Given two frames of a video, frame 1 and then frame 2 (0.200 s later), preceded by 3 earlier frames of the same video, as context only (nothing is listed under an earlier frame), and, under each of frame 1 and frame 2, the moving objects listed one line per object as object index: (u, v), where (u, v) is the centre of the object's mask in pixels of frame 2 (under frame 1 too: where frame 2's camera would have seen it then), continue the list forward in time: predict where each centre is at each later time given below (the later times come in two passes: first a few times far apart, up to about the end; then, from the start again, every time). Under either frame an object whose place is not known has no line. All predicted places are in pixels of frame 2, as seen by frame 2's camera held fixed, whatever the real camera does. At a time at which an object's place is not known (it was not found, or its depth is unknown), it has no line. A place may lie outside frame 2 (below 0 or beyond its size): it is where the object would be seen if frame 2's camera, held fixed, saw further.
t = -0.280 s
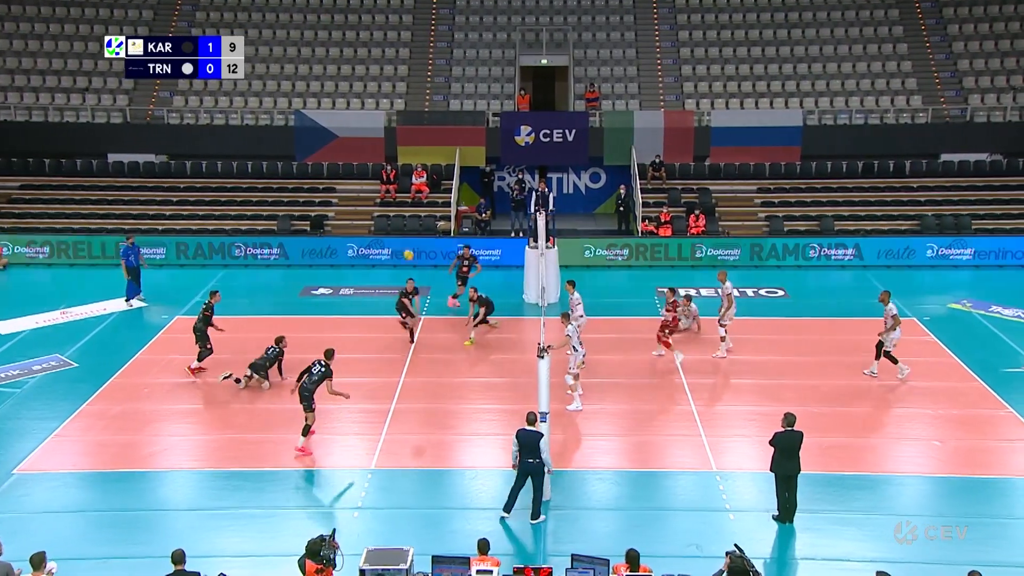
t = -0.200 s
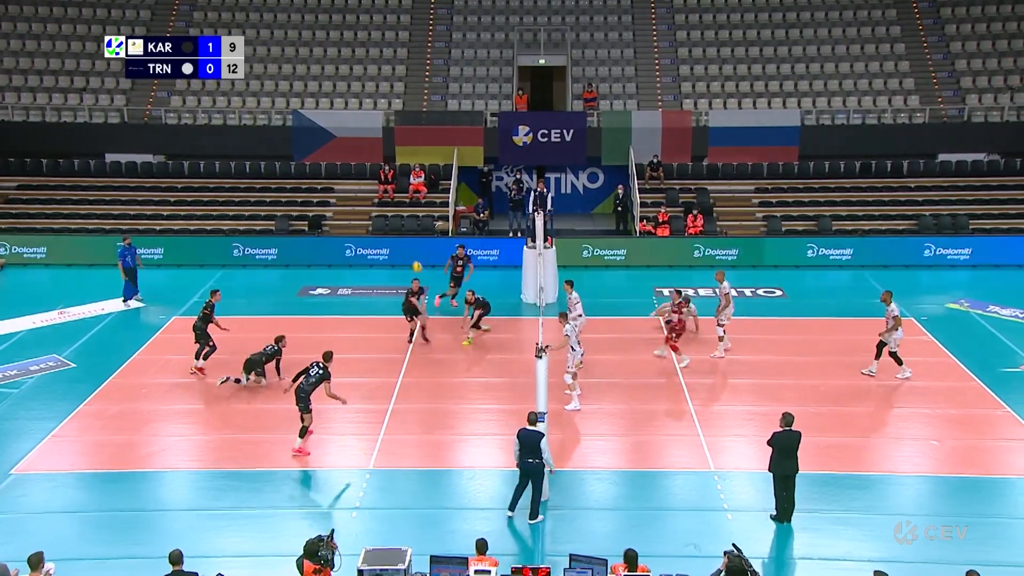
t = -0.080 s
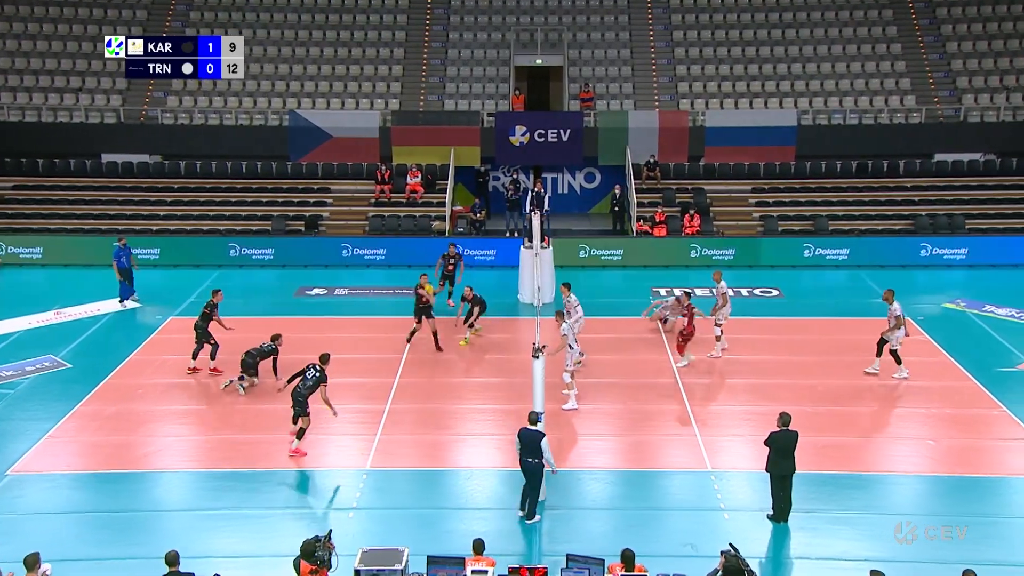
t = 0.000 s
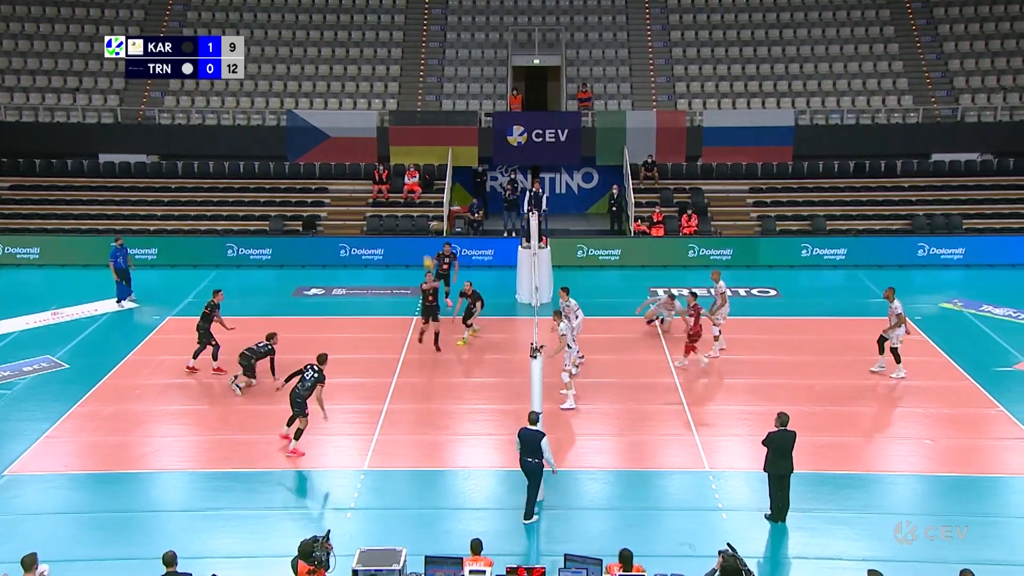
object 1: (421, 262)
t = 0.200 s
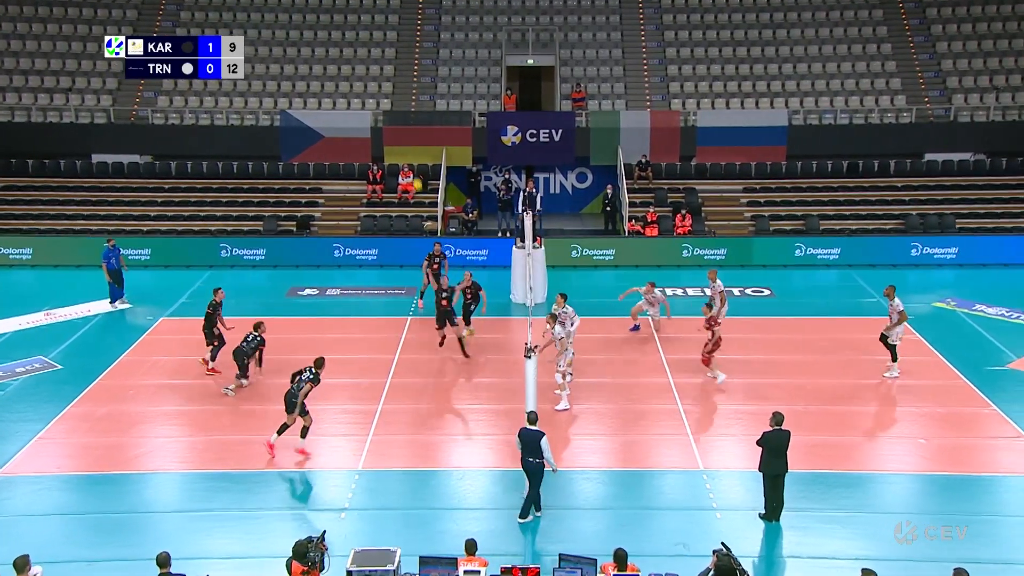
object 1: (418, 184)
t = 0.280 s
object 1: (415, 157)
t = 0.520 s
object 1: (408, 92)
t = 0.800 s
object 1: (399, 50)
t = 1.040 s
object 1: (391, 47)
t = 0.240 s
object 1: (416, 170)
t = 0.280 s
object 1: (415, 157)
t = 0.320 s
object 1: (414, 144)
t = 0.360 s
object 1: (412, 133)
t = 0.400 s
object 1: (411, 122)
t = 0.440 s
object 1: (410, 111)
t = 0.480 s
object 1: (409, 101)
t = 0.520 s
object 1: (408, 92)
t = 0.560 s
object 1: (407, 84)
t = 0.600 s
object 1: (405, 76)
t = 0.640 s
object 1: (404, 70)
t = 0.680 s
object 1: (403, 64)
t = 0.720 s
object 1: (401, 58)
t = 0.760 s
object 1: (400, 54)
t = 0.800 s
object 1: (399, 50)
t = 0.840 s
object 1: (398, 48)
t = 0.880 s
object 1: (396, 46)
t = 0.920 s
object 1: (395, 45)
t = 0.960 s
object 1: (394, 45)
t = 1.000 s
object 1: (392, 45)
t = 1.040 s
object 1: (391, 47)
